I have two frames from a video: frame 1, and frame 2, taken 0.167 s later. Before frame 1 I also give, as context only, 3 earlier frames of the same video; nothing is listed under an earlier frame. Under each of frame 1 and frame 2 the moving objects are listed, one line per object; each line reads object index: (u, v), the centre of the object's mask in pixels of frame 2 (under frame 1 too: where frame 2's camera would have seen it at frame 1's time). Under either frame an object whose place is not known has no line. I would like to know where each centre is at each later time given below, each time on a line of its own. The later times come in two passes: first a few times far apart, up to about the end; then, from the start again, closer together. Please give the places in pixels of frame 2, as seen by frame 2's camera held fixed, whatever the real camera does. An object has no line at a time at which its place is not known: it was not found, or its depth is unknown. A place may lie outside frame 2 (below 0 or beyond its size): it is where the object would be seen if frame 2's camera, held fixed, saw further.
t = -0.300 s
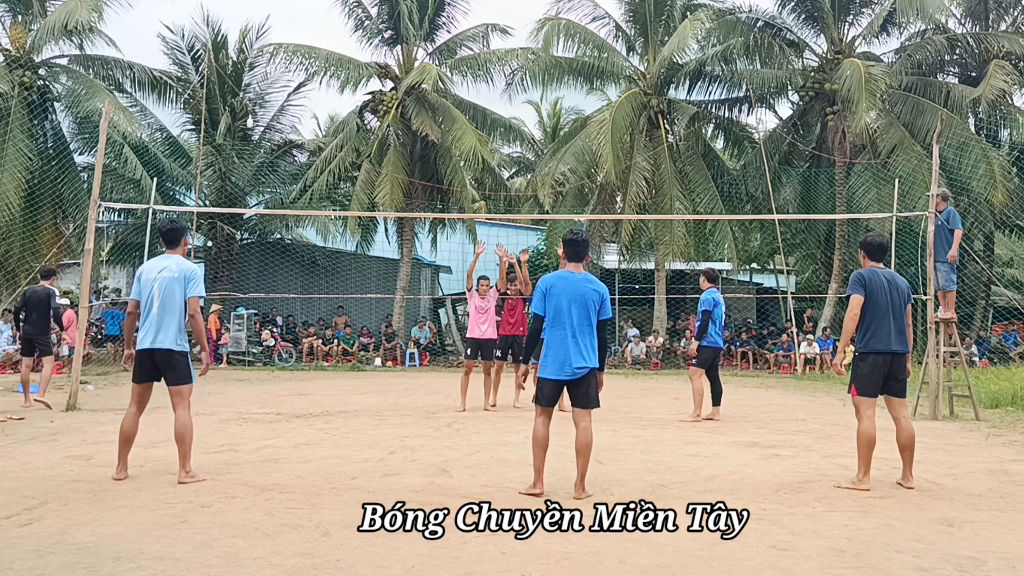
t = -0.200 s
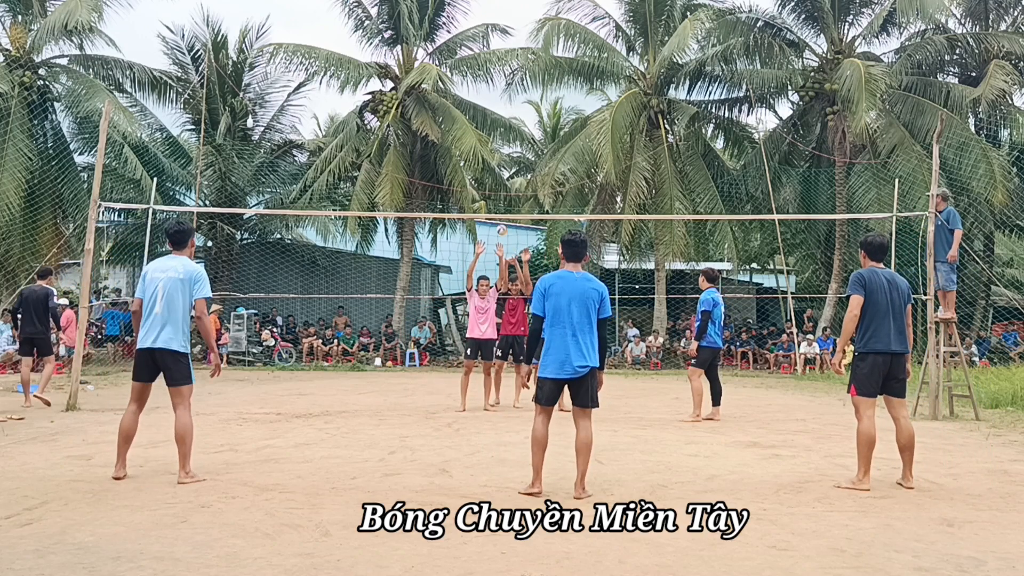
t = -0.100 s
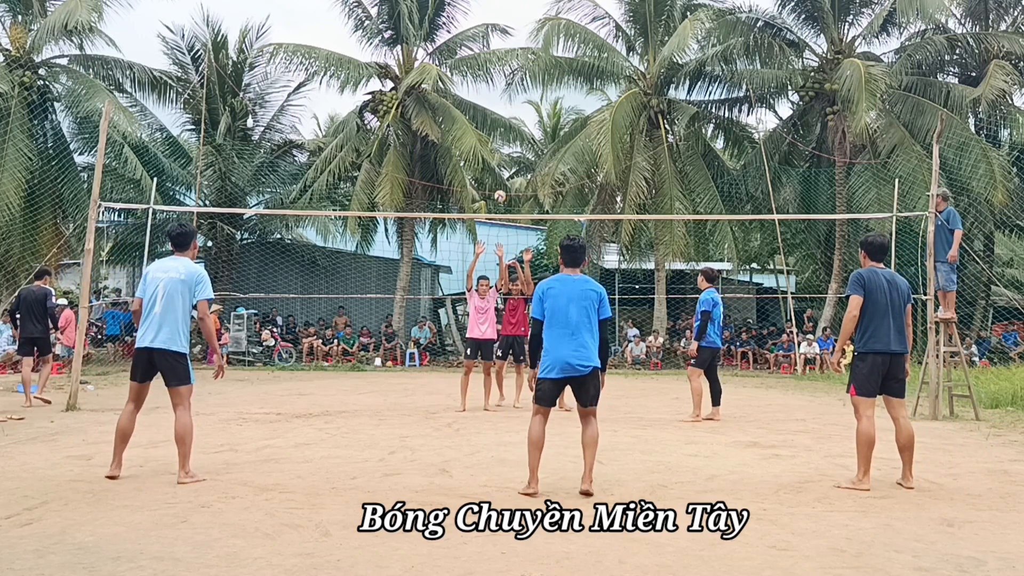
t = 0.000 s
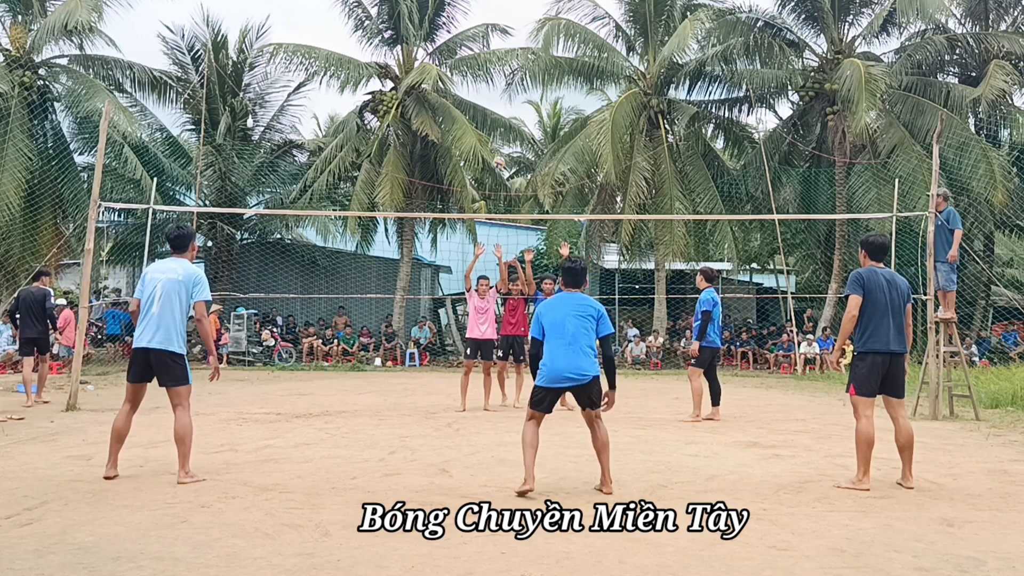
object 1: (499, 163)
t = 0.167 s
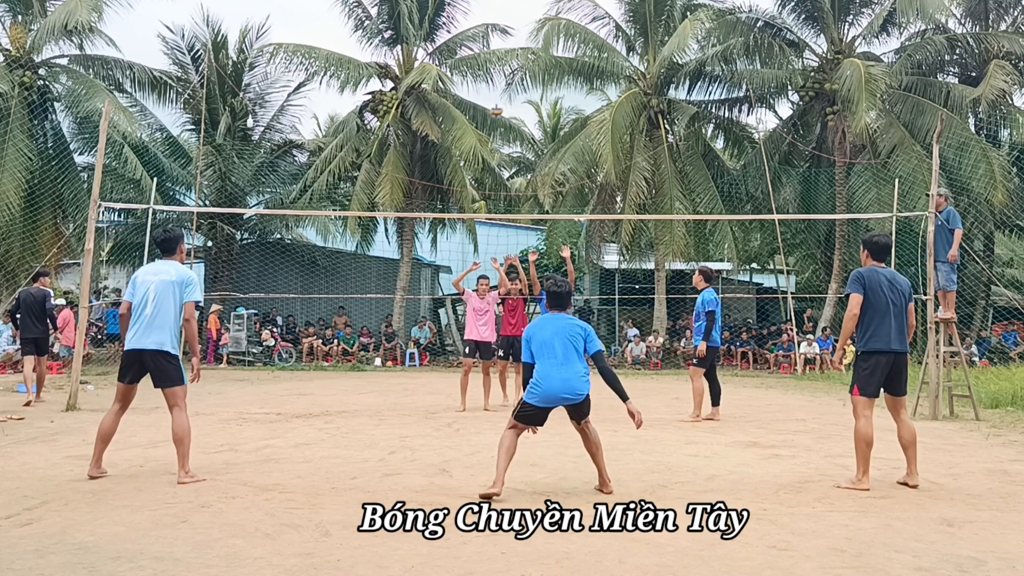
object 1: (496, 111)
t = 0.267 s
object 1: (495, 82)
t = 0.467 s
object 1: (491, 38)
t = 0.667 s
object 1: (491, 22)
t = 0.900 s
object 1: (488, 55)
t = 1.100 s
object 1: (482, 167)
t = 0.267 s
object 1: (495, 82)
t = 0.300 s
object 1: (494, 73)
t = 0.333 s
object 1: (494, 64)
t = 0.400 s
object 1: (493, 52)
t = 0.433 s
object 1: (492, 44)
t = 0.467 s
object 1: (491, 38)
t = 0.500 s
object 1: (491, 33)
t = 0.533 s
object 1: (491, 29)
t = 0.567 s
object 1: (491, 26)
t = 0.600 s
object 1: (490, 24)
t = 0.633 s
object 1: (491, 23)
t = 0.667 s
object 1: (491, 22)
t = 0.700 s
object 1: (491, 22)
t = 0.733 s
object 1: (490, 24)
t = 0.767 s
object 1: (490, 27)
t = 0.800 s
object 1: (490, 32)
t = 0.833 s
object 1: (490, 36)
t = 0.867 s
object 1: (489, 44)
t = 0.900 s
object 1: (488, 55)
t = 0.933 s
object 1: (488, 66)
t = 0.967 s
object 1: (488, 80)
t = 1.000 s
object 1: (486, 98)
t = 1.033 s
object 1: (485, 119)
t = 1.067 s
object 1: (484, 140)
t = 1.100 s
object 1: (482, 167)
